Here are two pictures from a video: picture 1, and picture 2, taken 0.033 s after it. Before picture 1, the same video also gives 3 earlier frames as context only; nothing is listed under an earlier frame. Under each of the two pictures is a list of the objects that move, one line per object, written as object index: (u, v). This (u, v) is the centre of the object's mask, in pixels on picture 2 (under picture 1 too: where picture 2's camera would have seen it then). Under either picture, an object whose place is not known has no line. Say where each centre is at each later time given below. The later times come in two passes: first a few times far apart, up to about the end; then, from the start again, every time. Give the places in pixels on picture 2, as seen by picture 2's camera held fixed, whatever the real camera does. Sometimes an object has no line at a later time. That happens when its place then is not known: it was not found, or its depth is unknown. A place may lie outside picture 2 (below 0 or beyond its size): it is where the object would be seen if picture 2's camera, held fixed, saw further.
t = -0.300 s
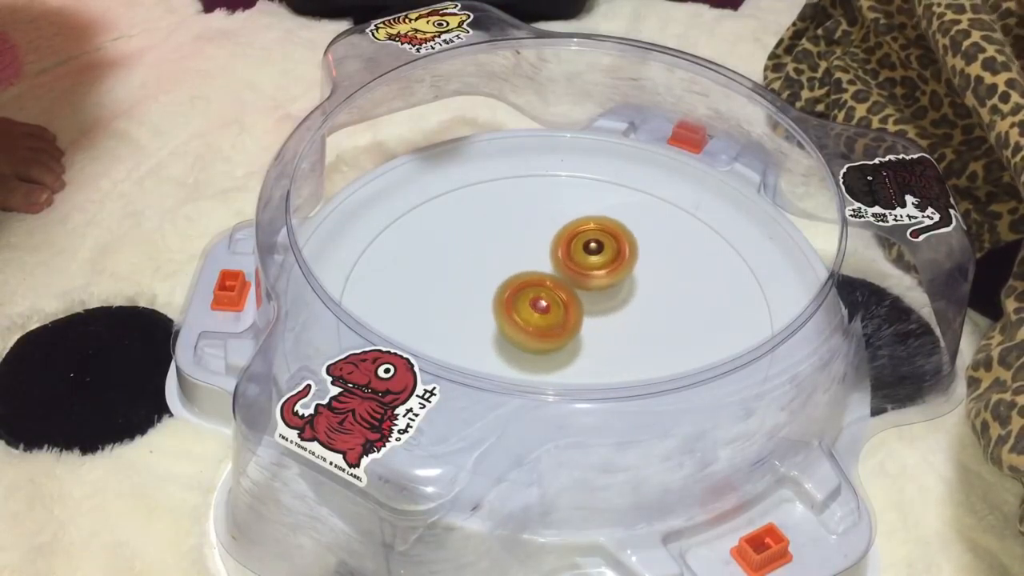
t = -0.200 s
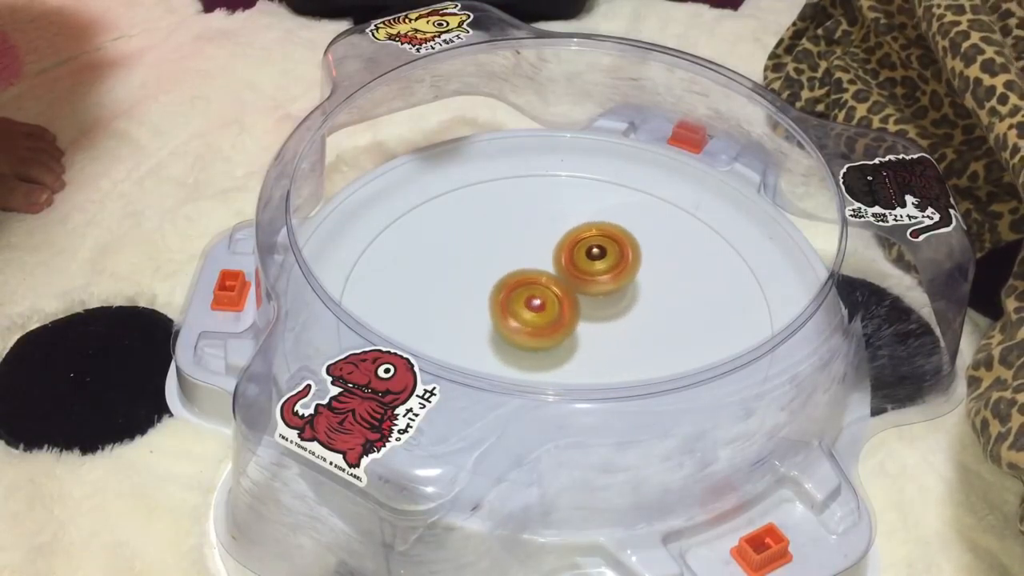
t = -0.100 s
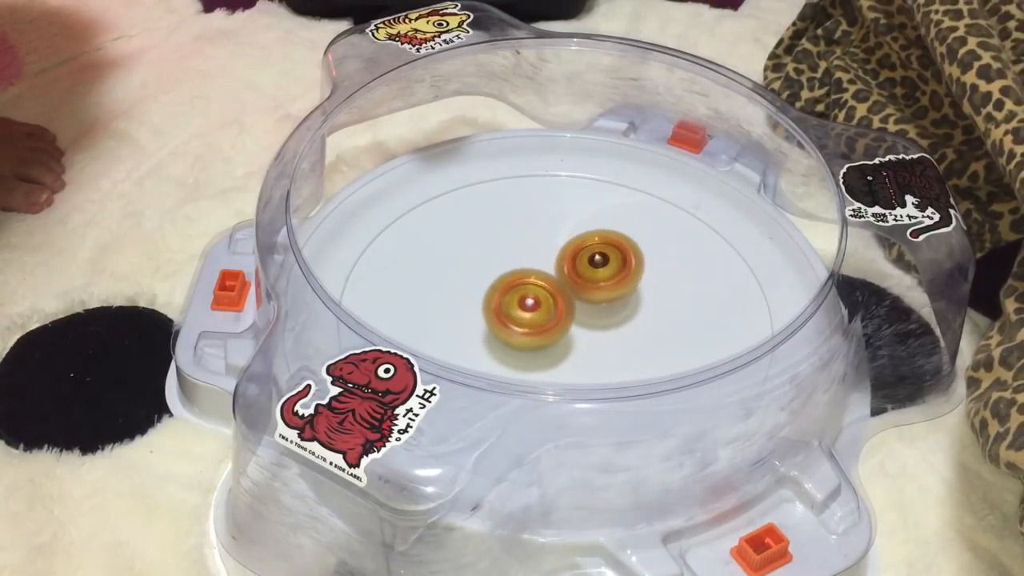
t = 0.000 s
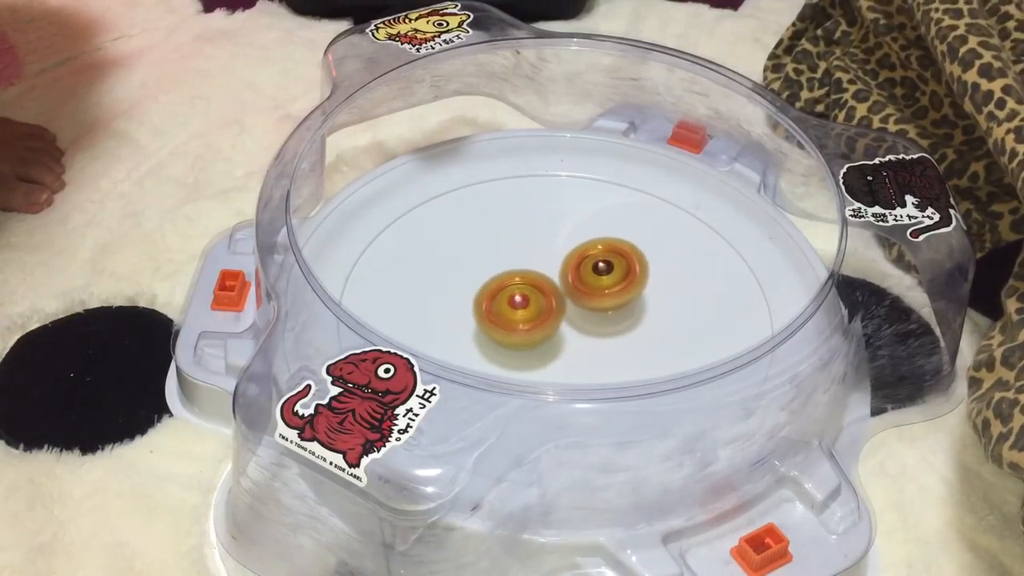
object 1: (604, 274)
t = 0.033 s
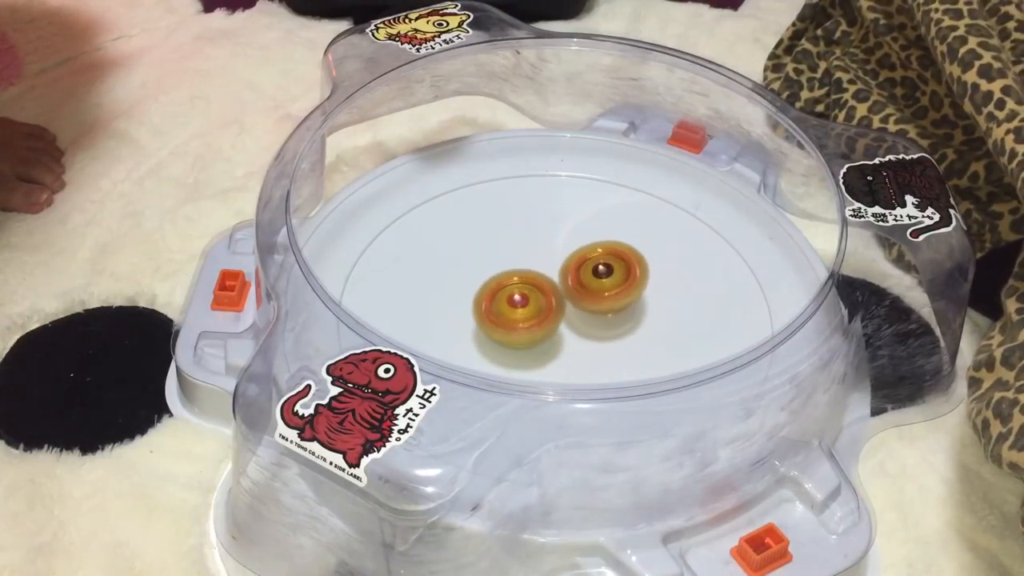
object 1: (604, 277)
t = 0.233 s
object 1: (602, 297)
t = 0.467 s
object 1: (604, 316)
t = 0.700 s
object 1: (584, 326)
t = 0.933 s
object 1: (576, 334)
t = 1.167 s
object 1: (570, 343)
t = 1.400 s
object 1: (556, 353)
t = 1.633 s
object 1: (539, 352)
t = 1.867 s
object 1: (526, 336)
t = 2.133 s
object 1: (529, 312)
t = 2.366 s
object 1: (529, 302)
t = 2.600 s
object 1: (521, 306)
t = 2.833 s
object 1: (490, 303)
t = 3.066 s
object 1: (477, 279)
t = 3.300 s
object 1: (505, 241)
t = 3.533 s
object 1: (590, 210)
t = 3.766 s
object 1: (676, 200)
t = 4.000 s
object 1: (676, 267)
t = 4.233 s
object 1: (636, 354)
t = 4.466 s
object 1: (529, 375)
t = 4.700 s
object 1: (434, 334)
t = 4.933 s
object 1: (434, 260)
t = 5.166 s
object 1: (516, 221)
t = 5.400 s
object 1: (616, 238)
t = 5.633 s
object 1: (662, 306)
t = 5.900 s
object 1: (595, 371)
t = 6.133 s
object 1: (485, 358)
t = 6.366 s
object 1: (446, 293)
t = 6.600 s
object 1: (502, 238)
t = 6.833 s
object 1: (595, 239)
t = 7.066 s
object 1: (650, 295)
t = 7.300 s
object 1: (610, 359)
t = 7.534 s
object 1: (510, 358)
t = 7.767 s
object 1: (461, 299)
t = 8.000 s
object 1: (507, 245)
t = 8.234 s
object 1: (595, 245)
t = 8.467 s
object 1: (639, 302)
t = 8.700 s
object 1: (592, 358)
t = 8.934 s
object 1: (496, 347)
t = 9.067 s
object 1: (468, 317)
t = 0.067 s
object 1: (604, 280)
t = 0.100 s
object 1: (605, 283)
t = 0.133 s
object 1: (606, 286)
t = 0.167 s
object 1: (605, 290)
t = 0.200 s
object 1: (603, 293)
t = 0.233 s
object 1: (602, 297)
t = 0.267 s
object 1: (601, 300)
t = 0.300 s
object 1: (600, 304)
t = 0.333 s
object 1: (605, 307)
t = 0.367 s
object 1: (608, 309)
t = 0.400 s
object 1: (608, 312)
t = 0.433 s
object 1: (606, 314)
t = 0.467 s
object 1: (604, 316)
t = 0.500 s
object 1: (601, 318)
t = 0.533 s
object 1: (597, 320)
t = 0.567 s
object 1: (593, 320)
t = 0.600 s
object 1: (589, 321)
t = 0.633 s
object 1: (584, 322)
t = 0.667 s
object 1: (584, 325)
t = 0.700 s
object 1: (584, 326)
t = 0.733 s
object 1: (582, 327)
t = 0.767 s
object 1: (579, 327)
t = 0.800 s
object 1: (580, 330)
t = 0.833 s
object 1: (580, 331)
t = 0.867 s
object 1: (578, 332)
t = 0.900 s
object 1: (576, 332)
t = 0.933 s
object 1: (576, 334)
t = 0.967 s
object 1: (575, 335)
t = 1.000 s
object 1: (576, 338)
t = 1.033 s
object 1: (575, 340)
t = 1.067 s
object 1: (575, 340)
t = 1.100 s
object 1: (573, 340)
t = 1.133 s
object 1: (570, 341)
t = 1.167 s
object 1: (570, 343)
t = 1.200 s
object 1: (568, 344)
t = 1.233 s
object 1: (567, 345)
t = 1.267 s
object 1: (564, 348)
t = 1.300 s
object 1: (562, 351)
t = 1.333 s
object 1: (560, 352)
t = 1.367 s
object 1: (558, 353)
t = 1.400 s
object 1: (556, 353)
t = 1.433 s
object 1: (555, 353)
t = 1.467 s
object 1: (552, 354)
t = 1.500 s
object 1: (550, 354)
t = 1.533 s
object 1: (547, 355)
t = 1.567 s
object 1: (544, 355)
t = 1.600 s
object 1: (541, 354)
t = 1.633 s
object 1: (539, 352)
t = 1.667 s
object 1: (537, 350)
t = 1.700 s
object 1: (535, 348)
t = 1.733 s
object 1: (533, 346)
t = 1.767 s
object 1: (532, 343)
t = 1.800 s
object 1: (529, 341)
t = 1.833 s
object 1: (527, 339)
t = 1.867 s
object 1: (526, 336)
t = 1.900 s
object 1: (523, 334)
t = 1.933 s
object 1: (523, 330)
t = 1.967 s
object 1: (523, 327)
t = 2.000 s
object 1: (524, 323)
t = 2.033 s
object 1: (524, 321)
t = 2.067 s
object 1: (525, 318)
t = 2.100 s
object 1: (527, 315)
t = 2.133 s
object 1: (529, 312)
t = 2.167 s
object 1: (530, 309)
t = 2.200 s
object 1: (529, 307)
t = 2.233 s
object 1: (529, 305)
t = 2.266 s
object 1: (530, 304)
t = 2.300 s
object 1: (533, 302)
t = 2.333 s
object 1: (531, 302)
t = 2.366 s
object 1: (529, 302)
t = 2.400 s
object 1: (529, 302)
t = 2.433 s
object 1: (531, 302)
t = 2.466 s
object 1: (531, 302)
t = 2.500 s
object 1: (526, 303)
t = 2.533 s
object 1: (524, 303)
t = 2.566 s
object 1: (523, 305)
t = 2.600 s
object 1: (521, 306)
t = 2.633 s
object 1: (516, 307)
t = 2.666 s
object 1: (513, 307)
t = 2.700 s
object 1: (506, 307)
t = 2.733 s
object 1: (500, 306)
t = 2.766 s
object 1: (497, 305)
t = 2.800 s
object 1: (493, 304)
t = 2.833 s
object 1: (490, 303)
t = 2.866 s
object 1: (486, 300)
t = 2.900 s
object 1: (483, 297)
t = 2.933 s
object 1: (481, 294)
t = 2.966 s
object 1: (479, 291)
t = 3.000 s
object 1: (477, 287)
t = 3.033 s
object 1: (477, 284)
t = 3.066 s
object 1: (477, 279)
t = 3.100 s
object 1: (479, 274)
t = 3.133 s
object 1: (481, 266)
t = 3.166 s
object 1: (484, 260)
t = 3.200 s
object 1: (488, 253)
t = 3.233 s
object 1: (493, 248)
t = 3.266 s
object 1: (498, 244)
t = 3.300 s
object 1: (505, 241)
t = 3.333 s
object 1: (512, 239)
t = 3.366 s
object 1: (519, 237)
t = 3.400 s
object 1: (529, 234)
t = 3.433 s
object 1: (537, 233)
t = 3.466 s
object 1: (553, 228)
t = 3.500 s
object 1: (573, 218)
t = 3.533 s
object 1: (590, 210)
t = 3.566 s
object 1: (604, 204)
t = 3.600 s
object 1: (620, 199)
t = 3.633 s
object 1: (635, 196)
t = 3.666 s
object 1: (648, 194)
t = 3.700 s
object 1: (659, 194)
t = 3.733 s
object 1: (668, 196)
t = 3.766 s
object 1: (676, 200)
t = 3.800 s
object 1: (681, 205)
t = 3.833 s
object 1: (684, 213)
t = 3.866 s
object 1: (685, 221)
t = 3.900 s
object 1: (685, 231)
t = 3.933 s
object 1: (683, 242)
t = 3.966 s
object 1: (680, 254)
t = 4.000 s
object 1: (676, 267)
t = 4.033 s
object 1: (671, 281)
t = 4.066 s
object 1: (664, 295)
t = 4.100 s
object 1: (657, 310)
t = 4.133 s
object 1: (652, 322)
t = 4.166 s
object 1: (652, 333)
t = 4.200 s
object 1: (645, 345)
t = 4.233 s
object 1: (636, 354)
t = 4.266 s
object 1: (623, 362)
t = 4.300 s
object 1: (610, 367)
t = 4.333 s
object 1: (596, 371)
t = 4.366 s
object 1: (580, 374)
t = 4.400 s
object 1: (563, 375)
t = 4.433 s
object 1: (546, 375)
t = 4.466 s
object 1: (529, 375)
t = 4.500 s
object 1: (511, 371)
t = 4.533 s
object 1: (495, 368)
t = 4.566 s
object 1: (479, 363)
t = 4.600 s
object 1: (465, 356)
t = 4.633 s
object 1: (453, 350)
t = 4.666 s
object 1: (442, 342)
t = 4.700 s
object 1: (434, 334)
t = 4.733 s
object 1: (427, 325)
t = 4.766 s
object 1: (421, 315)
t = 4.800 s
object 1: (420, 303)
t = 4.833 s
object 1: (421, 292)
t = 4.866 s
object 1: (423, 281)
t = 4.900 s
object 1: (428, 271)
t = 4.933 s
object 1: (434, 260)
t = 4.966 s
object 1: (442, 251)
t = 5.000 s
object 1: (452, 243)
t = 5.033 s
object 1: (463, 236)
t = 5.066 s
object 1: (475, 231)
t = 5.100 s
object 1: (489, 225)
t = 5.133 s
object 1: (502, 222)
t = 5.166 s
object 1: (516, 221)
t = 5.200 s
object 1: (531, 219)
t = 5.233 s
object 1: (546, 220)
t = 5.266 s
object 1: (561, 220)
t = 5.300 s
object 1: (576, 223)
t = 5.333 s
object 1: (591, 227)
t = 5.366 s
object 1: (605, 231)
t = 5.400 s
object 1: (616, 238)
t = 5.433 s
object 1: (628, 245)
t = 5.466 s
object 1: (636, 254)
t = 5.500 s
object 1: (645, 264)
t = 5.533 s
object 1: (652, 273)
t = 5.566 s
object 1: (656, 283)
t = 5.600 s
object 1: (660, 295)
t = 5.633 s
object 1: (662, 306)
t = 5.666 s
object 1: (660, 317)
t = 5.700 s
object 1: (657, 329)
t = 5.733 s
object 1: (653, 341)
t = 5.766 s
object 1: (644, 350)
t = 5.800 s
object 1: (634, 357)
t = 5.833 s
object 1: (622, 363)
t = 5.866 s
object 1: (609, 367)
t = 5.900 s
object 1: (595, 371)
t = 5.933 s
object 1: (579, 373)
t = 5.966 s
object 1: (562, 374)
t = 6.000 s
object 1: (546, 374)
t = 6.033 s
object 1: (529, 371)
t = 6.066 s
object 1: (513, 369)
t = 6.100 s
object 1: (499, 363)
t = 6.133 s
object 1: (485, 358)
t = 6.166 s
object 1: (474, 352)
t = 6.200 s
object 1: (465, 345)
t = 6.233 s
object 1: (455, 336)
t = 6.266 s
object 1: (448, 327)
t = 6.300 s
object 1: (445, 318)
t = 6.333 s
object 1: (446, 304)
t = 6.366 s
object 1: (446, 293)
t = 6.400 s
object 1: (449, 283)
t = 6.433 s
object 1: (454, 273)
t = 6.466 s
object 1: (461, 264)
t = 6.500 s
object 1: (469, 256)
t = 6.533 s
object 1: (479, 249)
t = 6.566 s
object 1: (490, 243)
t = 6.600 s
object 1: (502, 238)
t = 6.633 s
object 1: (514, 235)
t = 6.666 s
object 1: (528, 232)
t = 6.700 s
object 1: (542, 231)
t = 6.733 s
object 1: (555, 231)
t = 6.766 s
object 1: (569, 232)
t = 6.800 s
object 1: (583, 235)
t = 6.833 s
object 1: (595, 239)
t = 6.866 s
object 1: (607, 244)
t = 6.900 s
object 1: (618, 250)
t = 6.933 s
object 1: (628, 258)
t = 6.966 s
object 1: (636, 265)
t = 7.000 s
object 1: (643, 275)
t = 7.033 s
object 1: (648, 285)
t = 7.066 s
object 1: (650, 295)
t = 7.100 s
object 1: (651, 305)
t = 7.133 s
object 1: (650, 315)
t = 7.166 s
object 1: (646, 324)
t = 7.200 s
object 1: (641, 334)
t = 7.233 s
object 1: (634, 347)
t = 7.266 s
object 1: (624, 353)
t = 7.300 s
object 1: (610, 359)
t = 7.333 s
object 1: (597, 363)
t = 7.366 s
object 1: (583, 366)
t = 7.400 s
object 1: (568, 367)
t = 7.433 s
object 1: (553, 367)
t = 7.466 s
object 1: (539, 365)
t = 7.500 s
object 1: (524, 363)
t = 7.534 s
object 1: (510, 358)
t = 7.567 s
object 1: (499, 353)
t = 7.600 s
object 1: (487, 345)
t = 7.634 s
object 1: (477, 337)
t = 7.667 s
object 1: (471, 328)
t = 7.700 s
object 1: (465, 318)
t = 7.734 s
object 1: (462, 310)
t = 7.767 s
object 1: (461, 299)
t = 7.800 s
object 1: (463, 289)
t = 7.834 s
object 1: (466, 280)
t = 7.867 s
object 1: (471, 271)
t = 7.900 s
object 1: (478, 263)
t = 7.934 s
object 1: (486, 255)
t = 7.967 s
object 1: (496, 250)
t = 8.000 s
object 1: (507, 245)
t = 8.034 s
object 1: (519, 241)
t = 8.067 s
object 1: (531, 238)
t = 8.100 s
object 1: (544, 237)
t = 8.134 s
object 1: (557, 236)
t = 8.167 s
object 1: (570, 238)
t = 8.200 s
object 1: (583, 240)
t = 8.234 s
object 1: (595, 245)
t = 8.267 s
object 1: (606, 250)
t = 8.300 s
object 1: (615, 256)
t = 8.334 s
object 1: (624, 264)
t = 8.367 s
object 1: (631, 272)
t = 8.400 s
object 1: (636, 281)
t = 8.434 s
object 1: (639, 291)
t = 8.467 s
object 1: (639, 302)
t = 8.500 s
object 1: (639, 310)
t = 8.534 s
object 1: (636, 321)
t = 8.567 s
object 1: (631, 328)
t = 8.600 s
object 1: (624, 340)
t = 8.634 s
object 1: (616, 347)
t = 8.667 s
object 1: (604, 354)
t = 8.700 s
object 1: (592, 358)
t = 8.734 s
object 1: (578, 360)
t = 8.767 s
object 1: (563, 361)
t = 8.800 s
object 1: (549, 360)
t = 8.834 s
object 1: (534, 357)
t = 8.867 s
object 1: (521, 355)
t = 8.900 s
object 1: (508, 351)
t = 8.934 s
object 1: (496, 347)
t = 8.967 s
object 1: (488, 337)
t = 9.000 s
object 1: (481, 330)
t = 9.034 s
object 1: (474, 321)
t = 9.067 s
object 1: (468, 317)
